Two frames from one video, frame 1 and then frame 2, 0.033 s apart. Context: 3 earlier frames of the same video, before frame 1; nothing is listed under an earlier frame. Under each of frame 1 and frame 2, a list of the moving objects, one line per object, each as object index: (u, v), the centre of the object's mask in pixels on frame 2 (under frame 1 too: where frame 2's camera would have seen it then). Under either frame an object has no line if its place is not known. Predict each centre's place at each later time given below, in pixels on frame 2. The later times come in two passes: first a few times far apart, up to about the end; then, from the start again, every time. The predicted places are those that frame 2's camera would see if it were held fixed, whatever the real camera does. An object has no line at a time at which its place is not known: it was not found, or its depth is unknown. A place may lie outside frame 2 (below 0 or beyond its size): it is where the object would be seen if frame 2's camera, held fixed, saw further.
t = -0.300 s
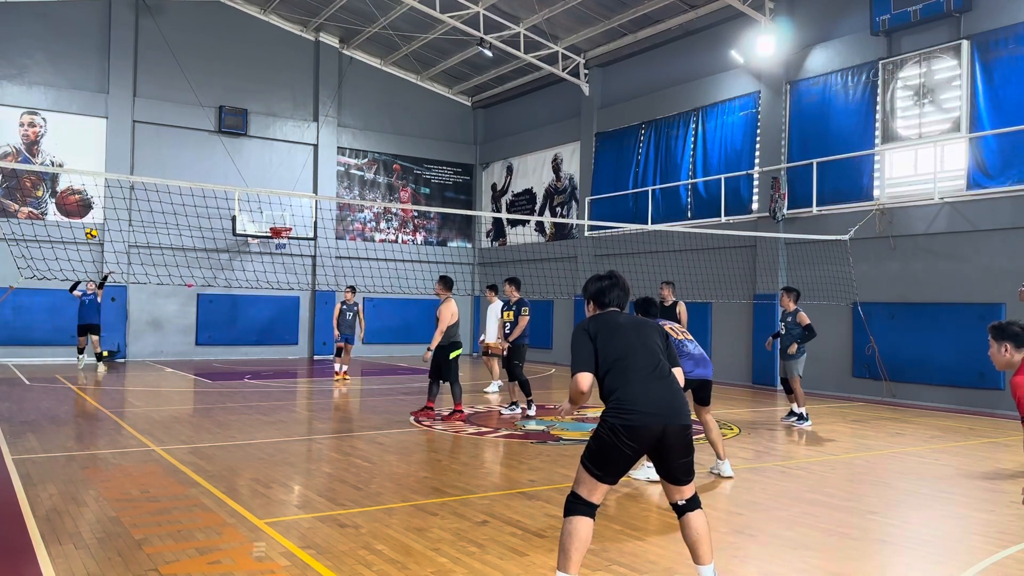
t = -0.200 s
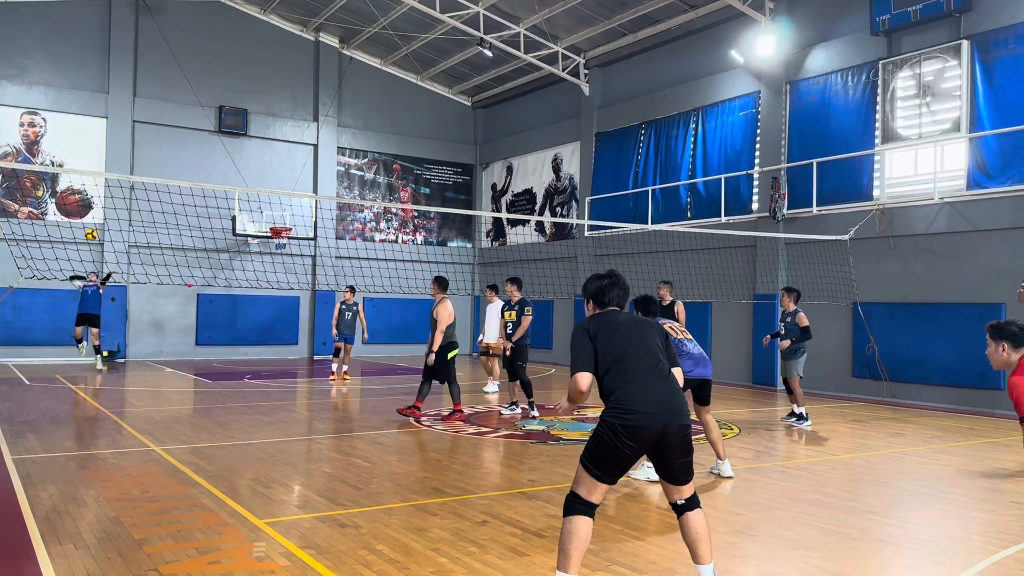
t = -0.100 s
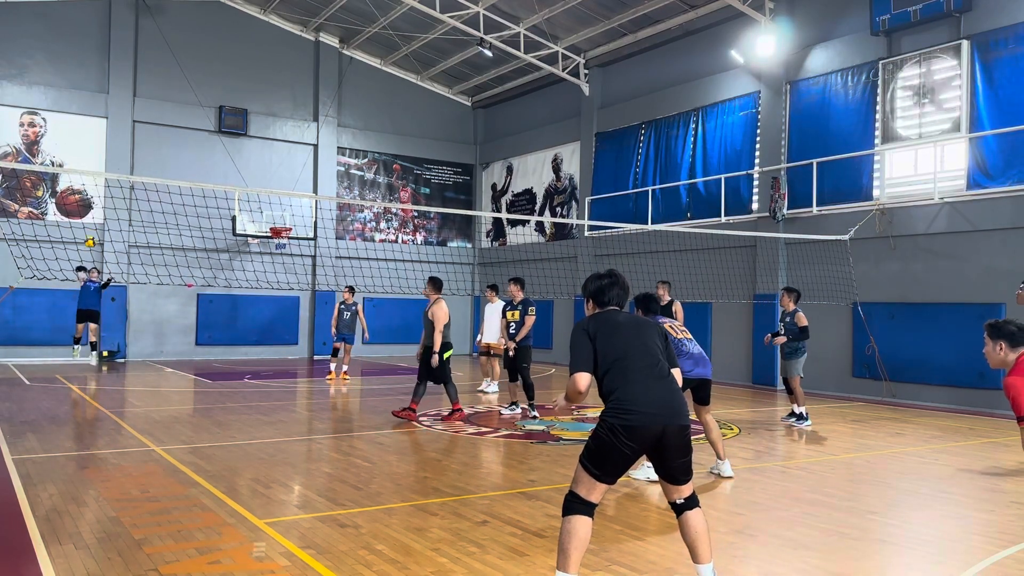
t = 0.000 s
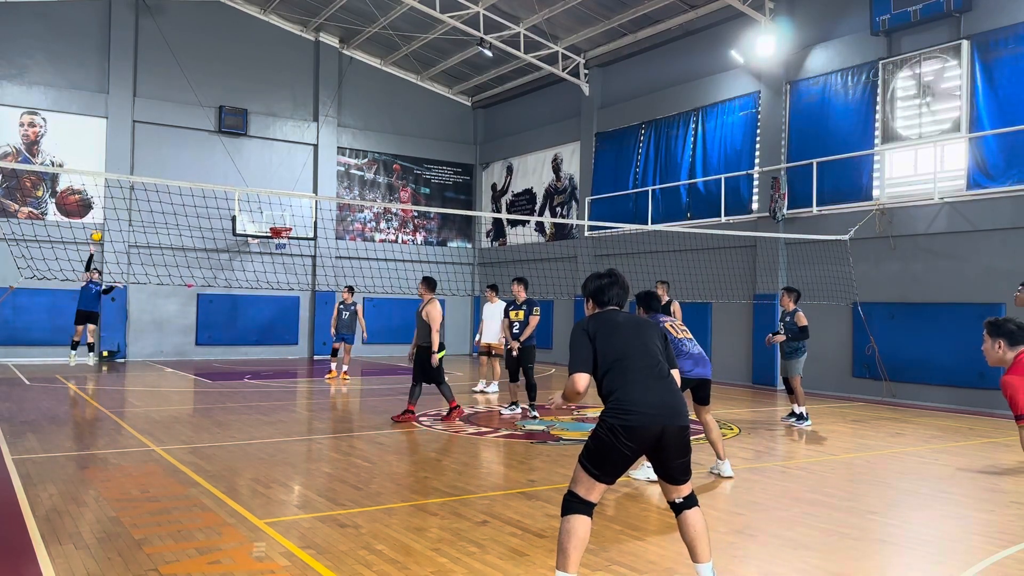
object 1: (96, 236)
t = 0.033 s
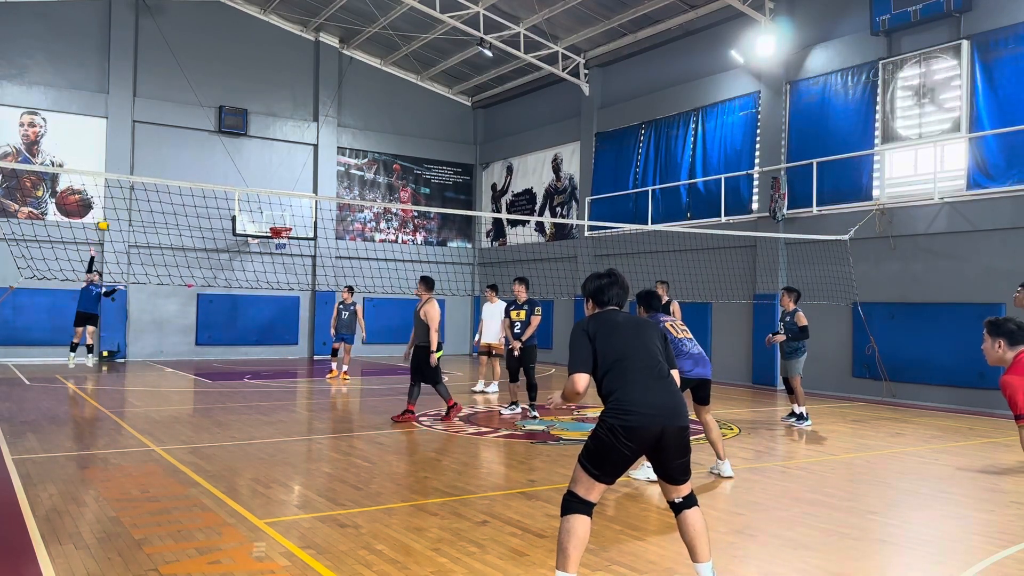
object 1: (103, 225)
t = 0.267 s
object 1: (146, 157)
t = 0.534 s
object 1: (211, 111)
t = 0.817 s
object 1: (305, 117)
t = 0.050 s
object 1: (106, 220)
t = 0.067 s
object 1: (109, 214)
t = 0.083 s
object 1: (112, 210)
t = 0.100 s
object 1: (114, 204)
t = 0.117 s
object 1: (118, 200)
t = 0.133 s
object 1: (120, 194)
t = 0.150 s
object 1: (123, 189)
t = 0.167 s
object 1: (126, 185)
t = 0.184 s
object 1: (129, 183)
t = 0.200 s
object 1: (133, 173)
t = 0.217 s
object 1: (136, 170)
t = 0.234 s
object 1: (139, 166)
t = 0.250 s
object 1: (143, 162)
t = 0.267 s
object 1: (146, 157)
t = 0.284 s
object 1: (150, 154)
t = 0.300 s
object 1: (154, 150)
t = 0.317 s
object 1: (157, 146)
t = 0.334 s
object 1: (161, 142)
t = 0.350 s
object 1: (164, 139)
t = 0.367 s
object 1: (168, 135)
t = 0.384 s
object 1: (172, 132)
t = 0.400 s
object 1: (176, 129)
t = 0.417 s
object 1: (180, 126)
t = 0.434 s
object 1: (185, 123)
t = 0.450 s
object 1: (189, 121)
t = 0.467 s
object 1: (193, 119)
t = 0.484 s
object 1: (198, 116)
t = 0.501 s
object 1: (202, 114)
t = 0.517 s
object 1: (207, 113)
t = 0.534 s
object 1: (211, 111)
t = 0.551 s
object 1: (216, 110)
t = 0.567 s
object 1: (221, 108)
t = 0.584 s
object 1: (226, 107)
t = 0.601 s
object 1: (231, 106)
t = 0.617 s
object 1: (236, 105)
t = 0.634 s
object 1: (241, 105)
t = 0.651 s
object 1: (247, 105)
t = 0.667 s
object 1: (252, 105)
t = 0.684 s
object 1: (257, 105)
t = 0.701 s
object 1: (263, 106)
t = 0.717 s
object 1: (269, 107)
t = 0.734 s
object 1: (275, 107)
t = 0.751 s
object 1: (281, 109)
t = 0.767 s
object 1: (287, 110)
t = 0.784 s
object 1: (293, 112)
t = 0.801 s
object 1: (299, 115)
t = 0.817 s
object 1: (305, 117)
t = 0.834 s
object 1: (311, 120)
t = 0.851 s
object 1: (317, 122)
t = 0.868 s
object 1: (323, 125)
